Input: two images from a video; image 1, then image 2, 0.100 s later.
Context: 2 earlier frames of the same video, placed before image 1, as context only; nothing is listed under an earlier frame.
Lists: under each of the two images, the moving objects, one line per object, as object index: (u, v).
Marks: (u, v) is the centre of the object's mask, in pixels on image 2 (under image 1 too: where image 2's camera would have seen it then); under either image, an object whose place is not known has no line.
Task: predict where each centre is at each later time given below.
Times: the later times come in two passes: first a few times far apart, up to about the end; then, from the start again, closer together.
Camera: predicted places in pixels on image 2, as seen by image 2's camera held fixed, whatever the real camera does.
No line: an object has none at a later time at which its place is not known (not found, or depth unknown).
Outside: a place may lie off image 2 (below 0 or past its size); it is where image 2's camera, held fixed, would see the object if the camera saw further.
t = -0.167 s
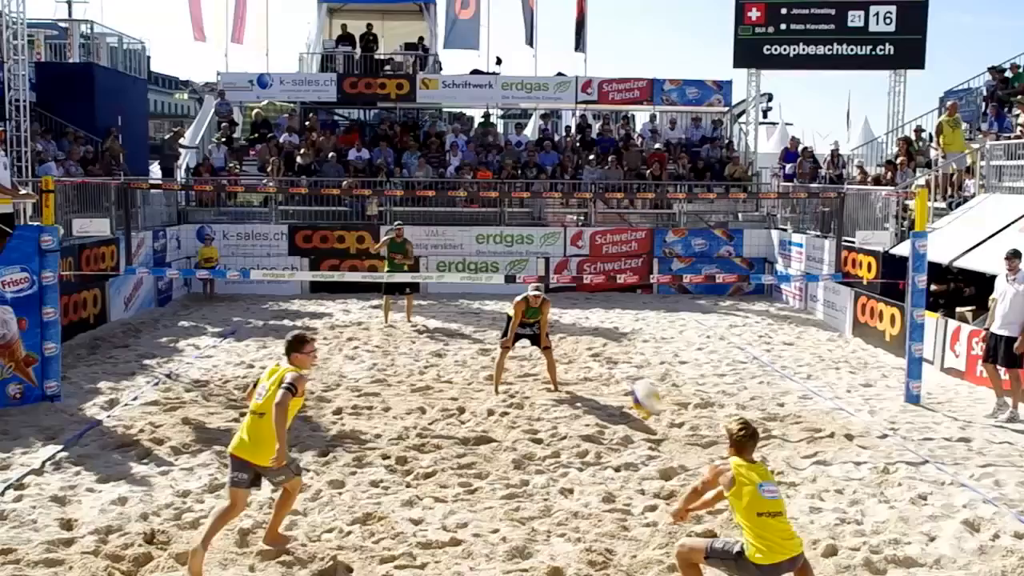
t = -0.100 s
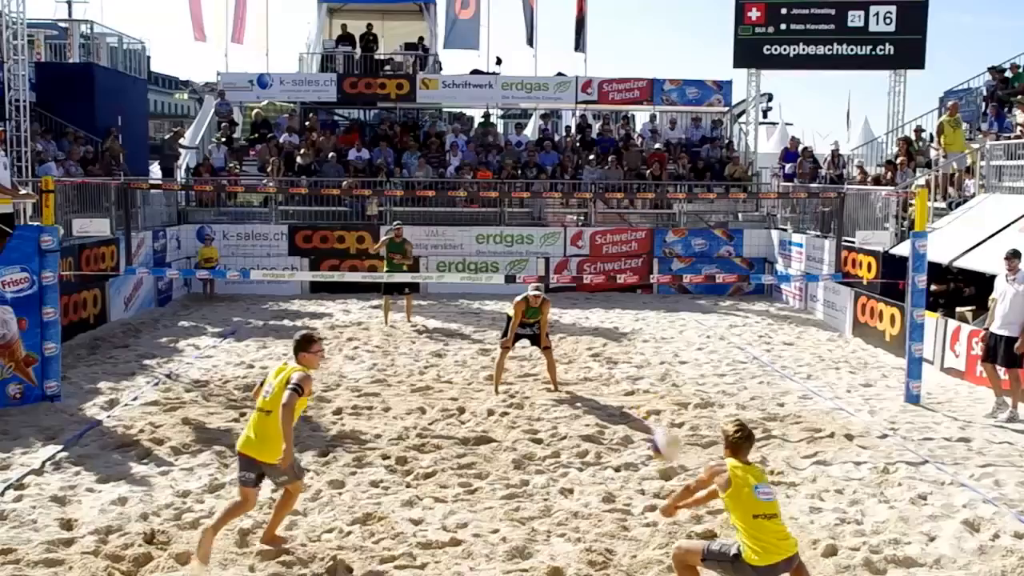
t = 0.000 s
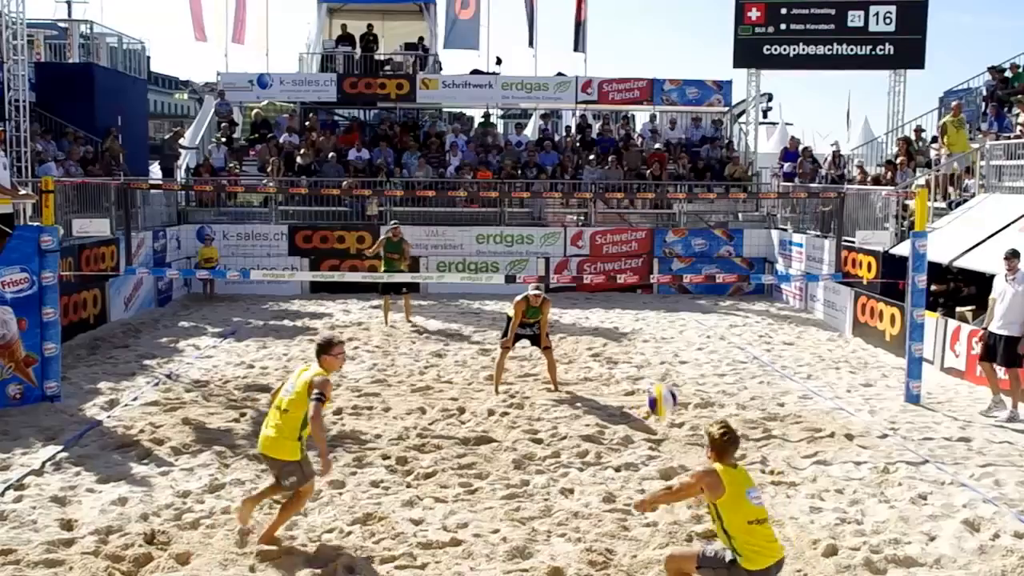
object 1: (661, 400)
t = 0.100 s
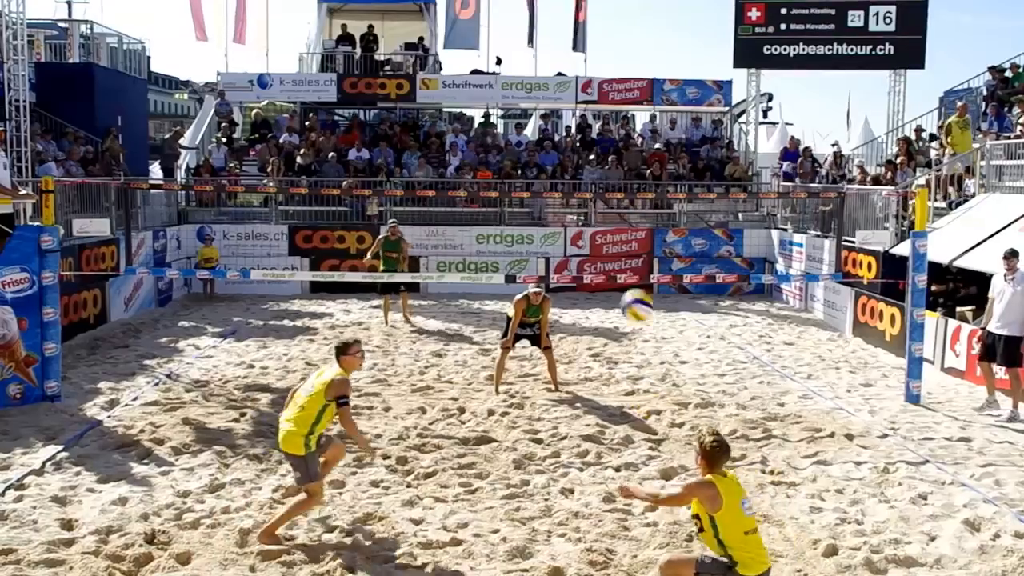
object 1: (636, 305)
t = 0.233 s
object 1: (606, 210)
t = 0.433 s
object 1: (564, 119)
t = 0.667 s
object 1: (523, 87)
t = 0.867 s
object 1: (486, 117)
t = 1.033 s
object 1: (461, 177)
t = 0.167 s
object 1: (620, 254)
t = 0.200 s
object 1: (614, 229)
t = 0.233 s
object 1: (606, 210)
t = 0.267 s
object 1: (599, 190)
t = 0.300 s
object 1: (591, 172)
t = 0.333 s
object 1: (585, 156)
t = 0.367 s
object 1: (578, 142)
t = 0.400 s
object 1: (572, 130)
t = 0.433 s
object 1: (564, 119)
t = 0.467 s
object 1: (556, 109)
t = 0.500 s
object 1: (552, 100)
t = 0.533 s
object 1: (546, 95)
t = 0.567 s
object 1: (539, 90)
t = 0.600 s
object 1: (532, 88)
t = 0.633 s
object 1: (528, 87)
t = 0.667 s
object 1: (523, 87)
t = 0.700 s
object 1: (516, 89)
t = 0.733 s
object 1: (509, 90)
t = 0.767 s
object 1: (504, 95)
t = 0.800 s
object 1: (498, 101)
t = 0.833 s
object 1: (493, 109)
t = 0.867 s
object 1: (486, 117)
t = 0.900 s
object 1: (481, 127)
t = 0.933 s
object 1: (477, 136)
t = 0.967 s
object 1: (472, 149)
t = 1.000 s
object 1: (466, 163)
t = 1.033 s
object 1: (461, 177)
